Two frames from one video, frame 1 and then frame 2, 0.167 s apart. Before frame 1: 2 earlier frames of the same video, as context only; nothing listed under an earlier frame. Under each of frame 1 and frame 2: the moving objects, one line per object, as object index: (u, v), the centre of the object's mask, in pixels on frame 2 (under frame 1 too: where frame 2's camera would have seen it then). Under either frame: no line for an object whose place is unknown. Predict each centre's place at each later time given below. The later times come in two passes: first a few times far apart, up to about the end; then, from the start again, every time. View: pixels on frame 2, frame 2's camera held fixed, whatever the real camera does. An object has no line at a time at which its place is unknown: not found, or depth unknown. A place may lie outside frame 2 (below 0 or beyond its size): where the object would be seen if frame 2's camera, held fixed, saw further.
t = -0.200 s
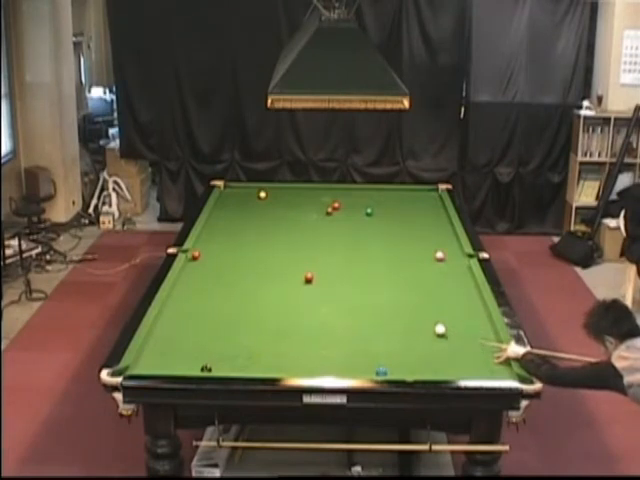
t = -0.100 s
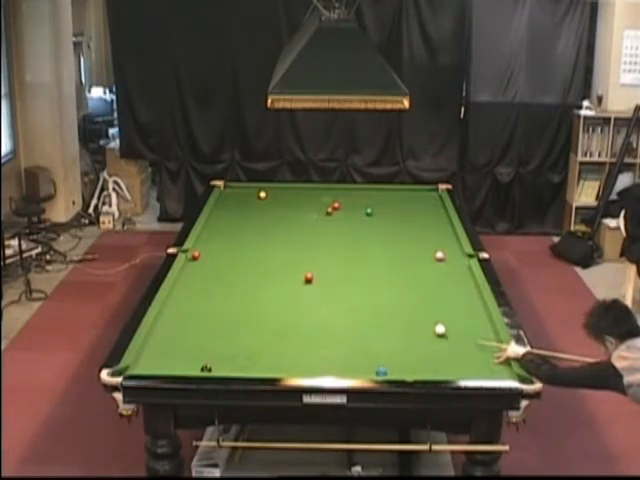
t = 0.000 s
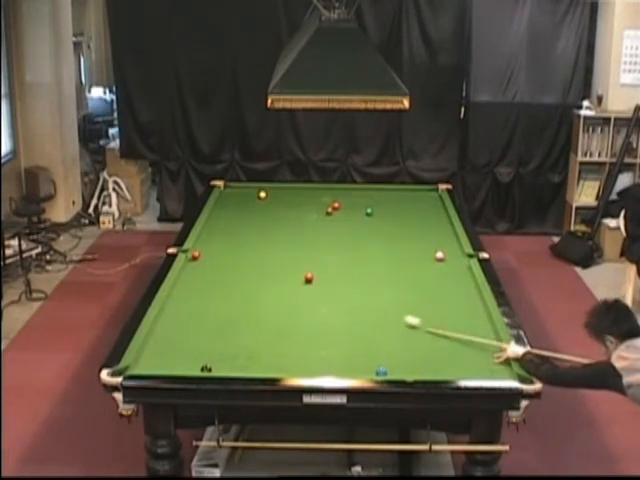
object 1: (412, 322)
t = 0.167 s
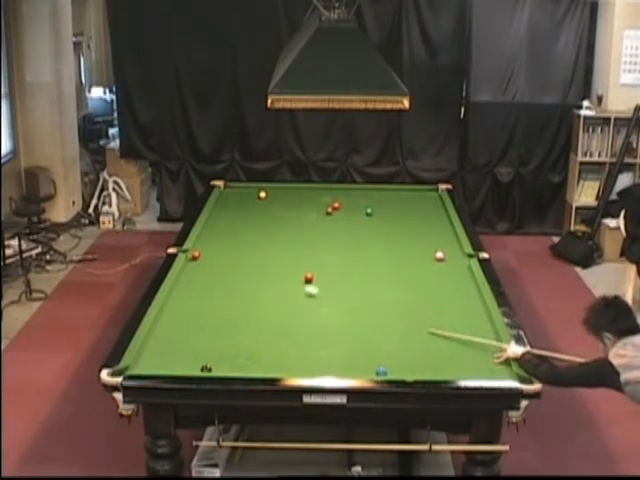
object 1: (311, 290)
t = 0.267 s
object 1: (262, 275)
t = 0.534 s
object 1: (208, 253)
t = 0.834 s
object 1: (230, 249)
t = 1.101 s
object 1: (248, 246)
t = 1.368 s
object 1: (266, 245)
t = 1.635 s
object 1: (282, 242)
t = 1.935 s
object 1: (299, 240)
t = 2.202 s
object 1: (313, 239)
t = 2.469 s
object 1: (325, 237)
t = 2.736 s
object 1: (337, 236)
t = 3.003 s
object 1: (348, 235)
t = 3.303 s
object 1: (358, 234)
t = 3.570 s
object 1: (366, 233)
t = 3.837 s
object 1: (374, 232)
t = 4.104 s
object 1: (381, 232)
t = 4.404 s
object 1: (387, 231)
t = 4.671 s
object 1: (391, 231)
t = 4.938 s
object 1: (395, 231)
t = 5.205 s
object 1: (397, 231)
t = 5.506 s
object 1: (399, 231)
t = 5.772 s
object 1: (399, 231)
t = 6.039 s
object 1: (399, 231)
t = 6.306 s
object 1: (399, 231)
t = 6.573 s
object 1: (399, 231)
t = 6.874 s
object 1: (399, 231)
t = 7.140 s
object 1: (399, 231)
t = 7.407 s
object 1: (399, 231)
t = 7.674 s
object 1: (399, 231)
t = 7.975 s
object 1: (399, 231)
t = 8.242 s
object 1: (399, 231)
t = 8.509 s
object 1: (399, 231)
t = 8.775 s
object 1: (399, 231)
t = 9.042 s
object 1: (399, 231)
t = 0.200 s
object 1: (294, 285)
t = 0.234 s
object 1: (277, 280)
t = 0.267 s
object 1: (262, 275)
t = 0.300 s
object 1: (246, 270)
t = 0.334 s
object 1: (232, 266)
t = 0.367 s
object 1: (219, 262)
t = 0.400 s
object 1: (206, 258)
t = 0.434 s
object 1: (203, 256)
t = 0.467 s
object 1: (204, 255)
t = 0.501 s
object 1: (206, 254)
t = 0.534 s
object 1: (208, 253)
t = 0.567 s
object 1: (210, 252)
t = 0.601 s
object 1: (212, 252)
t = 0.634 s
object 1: (215, 251)
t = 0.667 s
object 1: (218, 251)
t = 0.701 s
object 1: (220, 250)
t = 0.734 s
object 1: (222, 250)
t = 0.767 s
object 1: (225, 250)
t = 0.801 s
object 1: (227, 249)
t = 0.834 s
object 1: (230, 249)
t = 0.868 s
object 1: (232, 249)
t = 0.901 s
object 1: (234, 248)
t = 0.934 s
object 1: (237, 248)
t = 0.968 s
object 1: (239, 248)
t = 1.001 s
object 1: (241, 247)
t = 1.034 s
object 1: (244, 247)
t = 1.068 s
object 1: (246, 247)
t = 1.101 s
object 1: (248, 246)
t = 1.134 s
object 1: (251, 246)
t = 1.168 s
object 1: (253, 246)
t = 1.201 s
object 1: (255, 246)
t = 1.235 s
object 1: (258, 245)
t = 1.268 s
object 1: (260, 245)
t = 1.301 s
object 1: (262, 245)
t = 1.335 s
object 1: (264, 245)
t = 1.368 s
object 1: (266, 245)
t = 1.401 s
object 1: (268, 244)
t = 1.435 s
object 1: (270, 244)
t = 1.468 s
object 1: (272, 244)
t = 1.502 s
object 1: (274, 243)
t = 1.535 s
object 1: (276, 243)
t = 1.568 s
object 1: (278, 243)
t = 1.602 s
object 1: (280, 243)
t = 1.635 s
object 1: (282, 242)
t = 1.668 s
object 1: (284, 242)
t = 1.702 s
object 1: (286, 242)
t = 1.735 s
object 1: (288, 242)
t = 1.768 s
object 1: (290, 241)
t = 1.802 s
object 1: (291, 241)
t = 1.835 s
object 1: (293, 241)
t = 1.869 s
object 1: (295, 241)
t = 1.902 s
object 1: (297, 241)
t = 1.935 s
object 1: (299, 240)
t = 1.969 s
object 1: (301, 240)
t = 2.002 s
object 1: (302, 240)
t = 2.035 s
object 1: (304, 240)
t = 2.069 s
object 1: (306, 240)
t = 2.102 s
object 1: (308, 239)
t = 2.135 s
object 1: (310, 239)
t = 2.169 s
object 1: (311, 239)
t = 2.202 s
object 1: (313, 239)
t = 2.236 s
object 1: (314, 238)
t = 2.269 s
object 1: (316, 239)
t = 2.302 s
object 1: (318, 238)
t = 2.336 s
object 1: (319, 238)
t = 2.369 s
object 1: (321, 238)
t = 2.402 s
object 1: (322, 238)
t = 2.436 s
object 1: (324, 238)
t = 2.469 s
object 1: (325, 237)
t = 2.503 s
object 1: (327, 237)
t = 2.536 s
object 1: (328, 237)
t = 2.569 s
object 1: (330, 237)
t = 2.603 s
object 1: (331, 237)
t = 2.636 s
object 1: (333, 236)
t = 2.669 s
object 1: (334, 236)
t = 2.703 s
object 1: (335, 236)
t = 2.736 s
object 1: (337, 236)
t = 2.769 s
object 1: (338, 236)
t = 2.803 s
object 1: (339, 236)
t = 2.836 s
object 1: (341, 235)
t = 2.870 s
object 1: (342, 235)
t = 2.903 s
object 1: (344, 235)
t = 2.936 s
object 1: (345, 235)
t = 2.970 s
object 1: (346, 235)
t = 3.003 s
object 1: (348, 235)
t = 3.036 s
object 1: (349, 235)
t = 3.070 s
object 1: (350, 234)
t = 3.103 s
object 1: (351, 234)
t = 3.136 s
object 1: (352, 234)
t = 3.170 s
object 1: (353, 234)
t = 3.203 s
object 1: (355, 234)
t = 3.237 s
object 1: (356, 234)
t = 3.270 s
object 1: (357, 234)
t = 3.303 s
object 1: (358, 234)
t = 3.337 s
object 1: (359, 234)
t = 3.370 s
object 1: (360, 233)
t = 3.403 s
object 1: (361, 233)
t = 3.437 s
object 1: (362, 233)
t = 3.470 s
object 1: (363, 233)
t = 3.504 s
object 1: (365, 233)
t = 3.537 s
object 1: (366, 233)
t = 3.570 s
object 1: (366, 233)
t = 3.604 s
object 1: (368, 233)
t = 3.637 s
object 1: (368, 233)
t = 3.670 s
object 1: (369, 233)
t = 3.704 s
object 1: (370, 232)
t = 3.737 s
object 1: (371, 232)
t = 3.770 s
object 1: (372, 232)
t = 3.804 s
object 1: (373, 232)
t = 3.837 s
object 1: (374, 232)
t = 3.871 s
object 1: (375, 232)
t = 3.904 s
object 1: (376, 232)
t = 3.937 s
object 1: (377, 232)
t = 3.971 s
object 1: (377, 232)
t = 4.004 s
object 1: (378, 232)
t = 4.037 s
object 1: (379, 232)
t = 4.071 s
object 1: (380, 232)
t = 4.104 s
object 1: (381, 232)
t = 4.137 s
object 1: (381, 232)
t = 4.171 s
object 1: (382, 232)
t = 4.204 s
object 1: (383, 232)
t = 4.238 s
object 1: (383, 232)
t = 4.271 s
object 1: (384, 231)
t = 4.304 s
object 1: (385, 232)
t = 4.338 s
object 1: (385, 232)
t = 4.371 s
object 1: (386, 232)
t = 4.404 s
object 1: (387, 231)
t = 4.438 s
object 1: (388, 231)
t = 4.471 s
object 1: (388, 231)
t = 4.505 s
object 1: (388, 231)
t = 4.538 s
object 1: (389, 231)
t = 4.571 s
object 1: (390, 231)
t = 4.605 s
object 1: (390, 231)
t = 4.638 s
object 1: (390, 231)
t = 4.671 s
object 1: (391, 231)
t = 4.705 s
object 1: (392, 231)
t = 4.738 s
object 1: (392, 231)
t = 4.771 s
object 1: (392, 231)
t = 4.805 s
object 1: (393, 231)
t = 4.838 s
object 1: (393, 231)
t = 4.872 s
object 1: (394, 231)
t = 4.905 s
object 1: (394, 231)
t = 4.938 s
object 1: (395, 231)
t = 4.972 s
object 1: (395, 231)
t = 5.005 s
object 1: (395, 231)
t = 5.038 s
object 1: (396, 231)
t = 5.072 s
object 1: (396, 231)
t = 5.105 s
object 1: (396, 231)
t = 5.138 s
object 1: (397, 231)
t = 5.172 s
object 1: (397, 231)
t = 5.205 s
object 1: (397, 231)
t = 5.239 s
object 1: (397, 231)
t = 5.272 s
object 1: (397, 231)
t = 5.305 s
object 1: (398, 231)
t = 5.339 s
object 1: (398, 231)
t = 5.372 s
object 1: (398, 231)
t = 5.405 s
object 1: (399, 231)
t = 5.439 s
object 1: (399, 231)
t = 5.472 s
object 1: (399, 231)
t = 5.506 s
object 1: (399, 231)
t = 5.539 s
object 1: (399, 231)
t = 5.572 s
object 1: (399, 231)
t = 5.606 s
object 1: (399, 231)
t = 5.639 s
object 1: (399, 231)
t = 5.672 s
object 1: (399, 231)
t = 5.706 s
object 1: (399, 231)
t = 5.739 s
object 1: (399, 231)
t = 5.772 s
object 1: (399, 231)
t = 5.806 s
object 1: (399, 231)
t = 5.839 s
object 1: (399, 231)
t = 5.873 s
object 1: (399, 231)
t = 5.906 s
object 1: (399, 231)
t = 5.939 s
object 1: (399, 231)
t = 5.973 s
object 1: (399, 231)
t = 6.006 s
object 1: (399, 231)
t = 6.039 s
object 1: (399, 231)
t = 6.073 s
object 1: (399, 231)
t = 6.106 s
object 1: (399, 231)
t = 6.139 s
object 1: (399, 231)
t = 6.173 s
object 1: (399, 231)
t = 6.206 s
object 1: (399, 231)
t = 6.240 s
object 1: (399, 231)
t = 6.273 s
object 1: (399, 231)
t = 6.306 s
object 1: (399, 231)
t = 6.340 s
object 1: (399, 231)
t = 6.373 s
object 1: (399, 231)
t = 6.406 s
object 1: (399, 231)
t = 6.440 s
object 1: (399, 231)
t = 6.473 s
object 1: (399, 231)
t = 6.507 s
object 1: (399, 231)
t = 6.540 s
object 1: (399, 231)
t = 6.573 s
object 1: (399, 231)
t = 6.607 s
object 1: (399, 231)
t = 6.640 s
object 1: (399, 231)
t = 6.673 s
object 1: (399, 231)
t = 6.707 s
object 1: (399, 231)
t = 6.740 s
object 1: (399, 231)
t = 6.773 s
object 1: (399, 231)
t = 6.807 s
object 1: (399, 231)
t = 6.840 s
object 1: (399, 231)
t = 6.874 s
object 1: (399, 231)
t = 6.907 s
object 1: (399, 231)
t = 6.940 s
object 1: (399, 231)
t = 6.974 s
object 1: (399, 231)
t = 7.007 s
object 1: (399, 231)
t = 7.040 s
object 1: (399, 231)
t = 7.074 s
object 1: (399, 231)
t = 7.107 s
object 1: (399, 231)
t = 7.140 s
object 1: (399, 231)
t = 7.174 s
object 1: (399, 231)
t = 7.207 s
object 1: (399, 231)
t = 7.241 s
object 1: (399, 231)
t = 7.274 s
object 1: (399, 231)
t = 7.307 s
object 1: (399, 231)
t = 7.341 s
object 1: (399, 231)
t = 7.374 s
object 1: (399, 231)
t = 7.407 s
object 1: (399, 231)
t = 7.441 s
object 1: (399, 231)
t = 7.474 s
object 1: (399, 231)
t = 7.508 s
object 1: (399, 231)
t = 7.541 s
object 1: (399, 231)
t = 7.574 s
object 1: (399, 231)
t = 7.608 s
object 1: (399, 231)
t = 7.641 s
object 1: (399, 231)
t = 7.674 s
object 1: (399, 231)
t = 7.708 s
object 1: (399, 231)
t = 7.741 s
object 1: (399, 231)
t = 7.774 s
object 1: (399, 231)
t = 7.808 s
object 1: (399, 231)
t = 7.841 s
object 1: (399, 231)
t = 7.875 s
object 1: (399, 231)
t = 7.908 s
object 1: (399, 231)
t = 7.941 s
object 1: (399, 231)
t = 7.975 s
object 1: (399, 231)
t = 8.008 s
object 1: (399, 231)
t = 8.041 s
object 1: (399, 231)
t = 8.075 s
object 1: (399, 231)
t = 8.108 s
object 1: (399, 231)
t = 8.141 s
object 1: (399, 231)
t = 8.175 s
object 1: (399, 231)
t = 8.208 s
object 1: (399, 231)
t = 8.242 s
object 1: (399, 231)
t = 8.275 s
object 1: (399, 231)
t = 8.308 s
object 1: (399, 231)
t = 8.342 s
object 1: (399, 231)
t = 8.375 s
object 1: (399, 231)
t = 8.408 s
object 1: (399, 231)
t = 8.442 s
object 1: (399, 231)
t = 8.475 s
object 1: (399, 231)
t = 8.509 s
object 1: (399, 231)
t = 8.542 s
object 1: (399, 231)
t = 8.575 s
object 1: (399, 231)
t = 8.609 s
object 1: (399, 231)
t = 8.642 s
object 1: (399, 231)
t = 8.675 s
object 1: (399, 231)
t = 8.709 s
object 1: (399, 231)
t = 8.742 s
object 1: (399, 231)
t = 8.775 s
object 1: (399, 231)
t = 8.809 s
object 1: (399, 231)
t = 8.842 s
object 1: (399, 231)
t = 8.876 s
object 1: (399, 231)
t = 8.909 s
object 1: (399, 231)
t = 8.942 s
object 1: (399, 231)
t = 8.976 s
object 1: (399, 231)
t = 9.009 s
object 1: (399, 231)
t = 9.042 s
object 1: (399, 231)
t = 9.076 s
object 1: (399, 231)
